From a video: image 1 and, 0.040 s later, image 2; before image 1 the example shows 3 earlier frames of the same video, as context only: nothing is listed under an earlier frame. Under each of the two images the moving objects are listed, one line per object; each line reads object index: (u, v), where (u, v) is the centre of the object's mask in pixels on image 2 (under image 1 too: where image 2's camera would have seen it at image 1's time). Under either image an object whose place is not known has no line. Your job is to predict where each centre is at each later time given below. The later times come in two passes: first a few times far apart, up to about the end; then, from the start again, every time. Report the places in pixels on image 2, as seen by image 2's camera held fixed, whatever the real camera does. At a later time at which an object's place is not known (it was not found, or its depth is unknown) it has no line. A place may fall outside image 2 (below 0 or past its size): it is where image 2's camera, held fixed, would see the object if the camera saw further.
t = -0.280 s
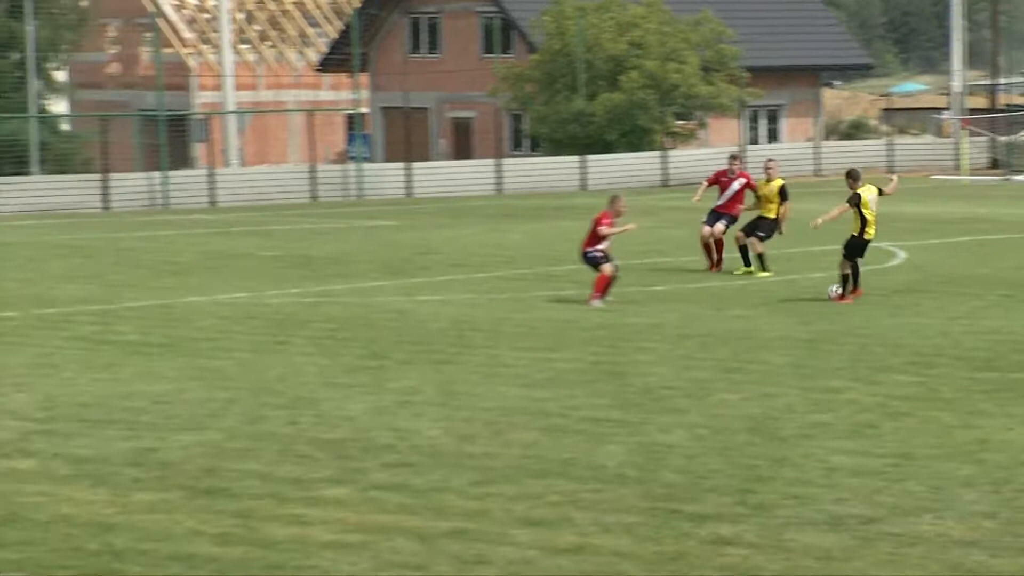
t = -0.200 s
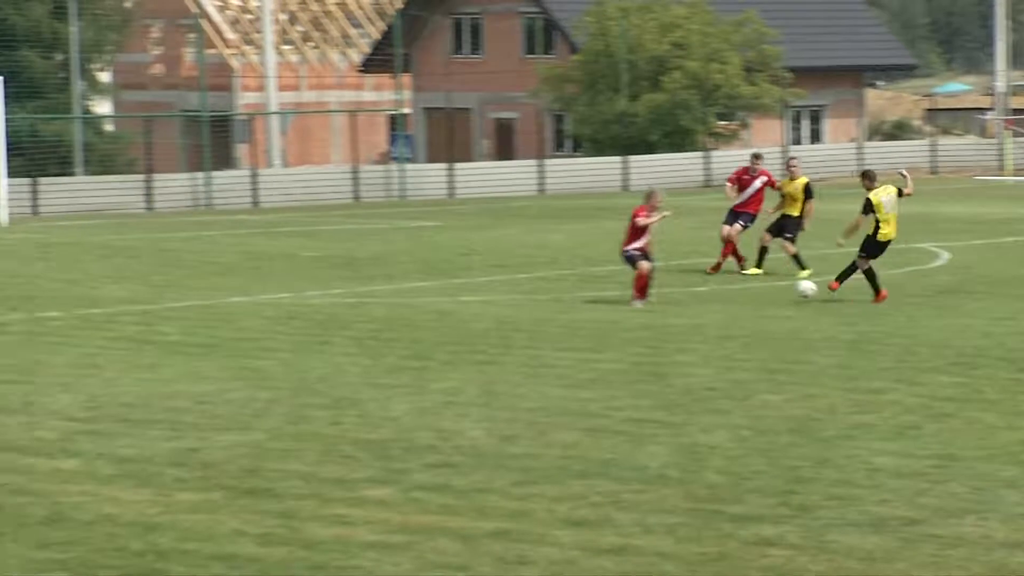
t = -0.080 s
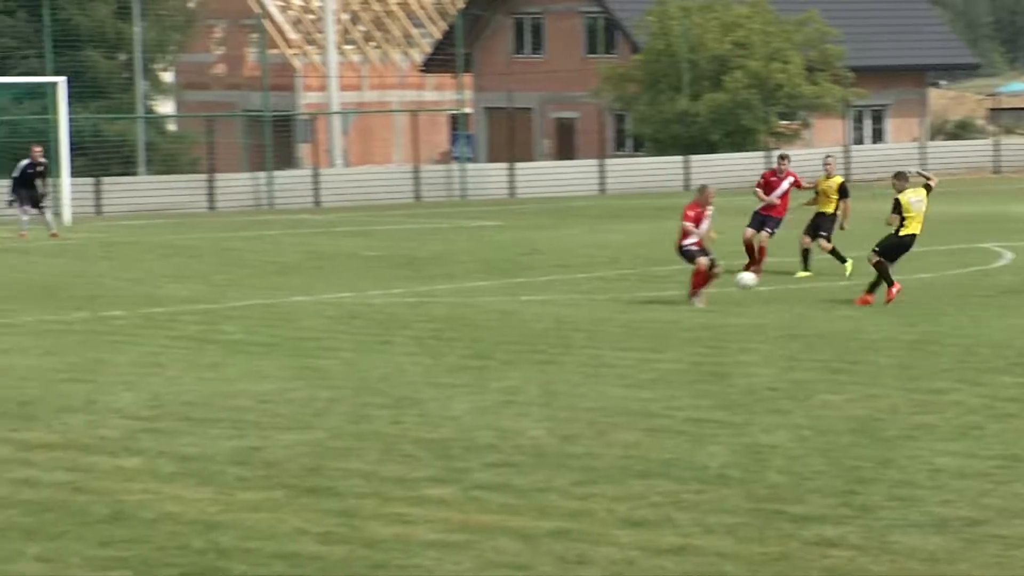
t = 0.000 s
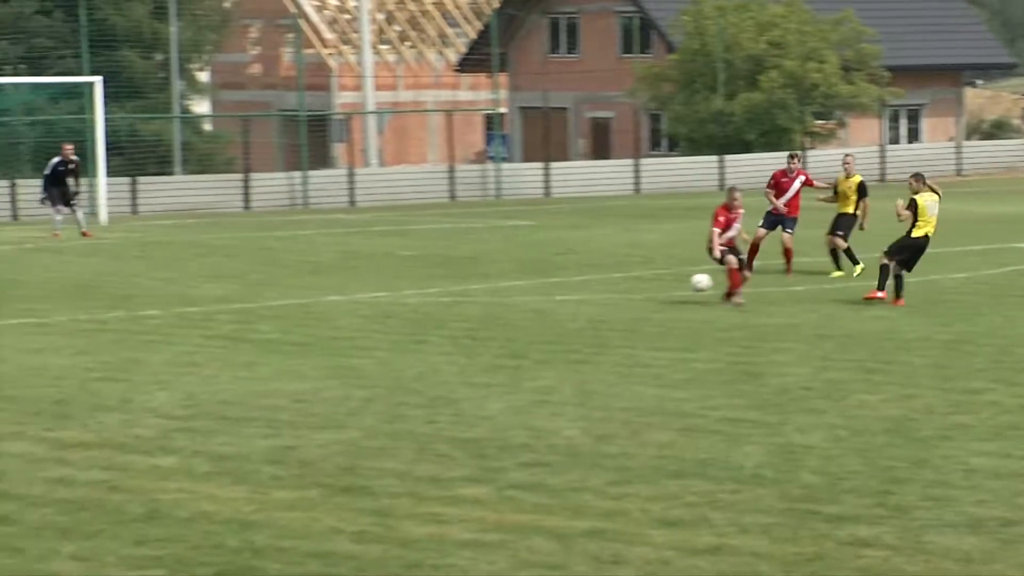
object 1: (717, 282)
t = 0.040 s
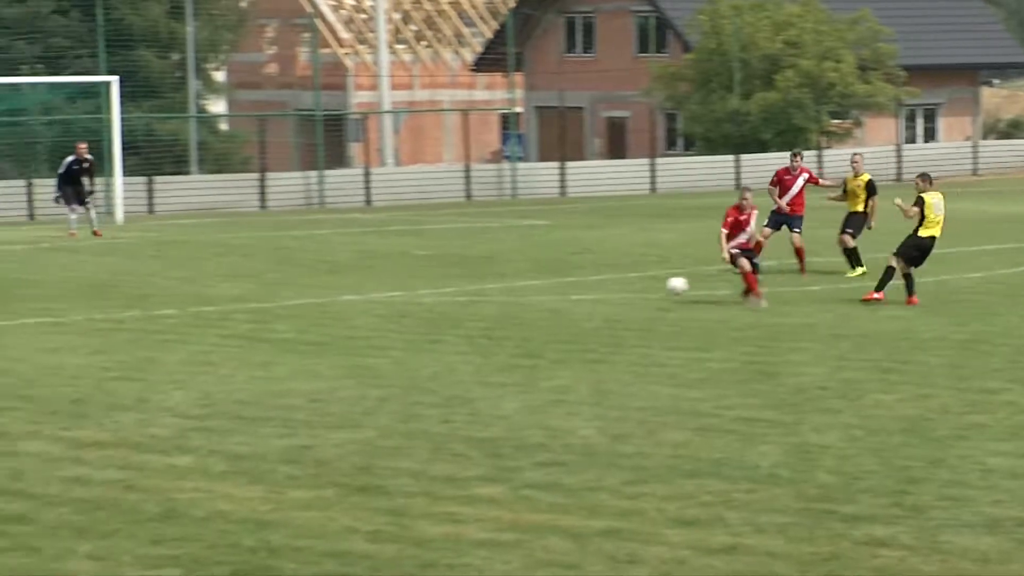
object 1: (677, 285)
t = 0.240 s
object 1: (496, 297)
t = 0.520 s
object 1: (292, 291)
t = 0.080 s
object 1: (638, 291)
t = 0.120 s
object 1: (598, 298)
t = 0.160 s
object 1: (558, 306)
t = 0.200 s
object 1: (526, 304)
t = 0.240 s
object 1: (496, 297)
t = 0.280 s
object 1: (467, 291)
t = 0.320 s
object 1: (437, 288)
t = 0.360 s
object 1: (408, 285)
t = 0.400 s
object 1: (379, 284)
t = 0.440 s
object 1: (351, 285)
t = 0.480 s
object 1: (321, 287)
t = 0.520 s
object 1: (292, 291)
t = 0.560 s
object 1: (263, 297)
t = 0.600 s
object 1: (234, 304)
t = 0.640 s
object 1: (205, 312)
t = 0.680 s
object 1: (176, 317)
